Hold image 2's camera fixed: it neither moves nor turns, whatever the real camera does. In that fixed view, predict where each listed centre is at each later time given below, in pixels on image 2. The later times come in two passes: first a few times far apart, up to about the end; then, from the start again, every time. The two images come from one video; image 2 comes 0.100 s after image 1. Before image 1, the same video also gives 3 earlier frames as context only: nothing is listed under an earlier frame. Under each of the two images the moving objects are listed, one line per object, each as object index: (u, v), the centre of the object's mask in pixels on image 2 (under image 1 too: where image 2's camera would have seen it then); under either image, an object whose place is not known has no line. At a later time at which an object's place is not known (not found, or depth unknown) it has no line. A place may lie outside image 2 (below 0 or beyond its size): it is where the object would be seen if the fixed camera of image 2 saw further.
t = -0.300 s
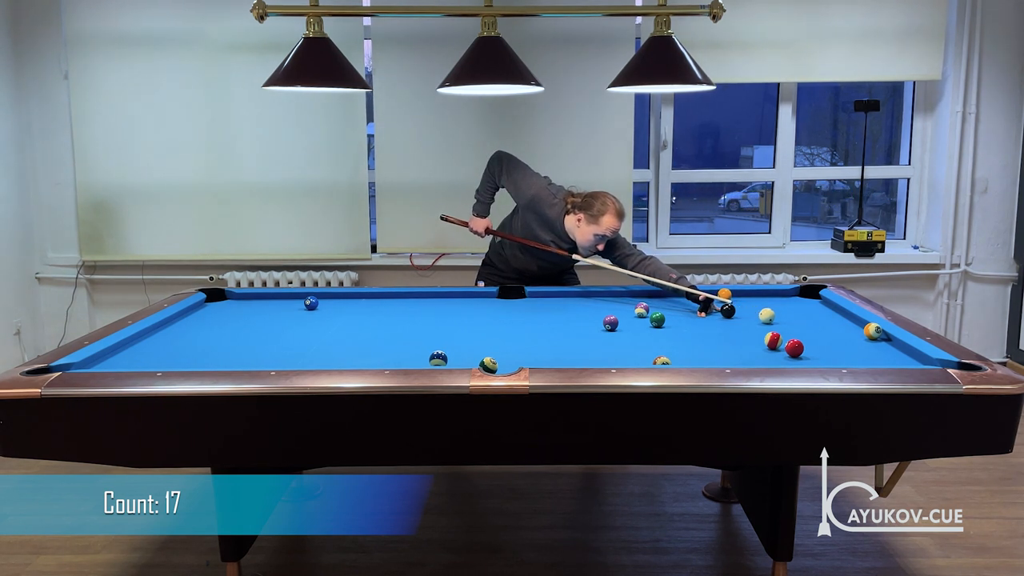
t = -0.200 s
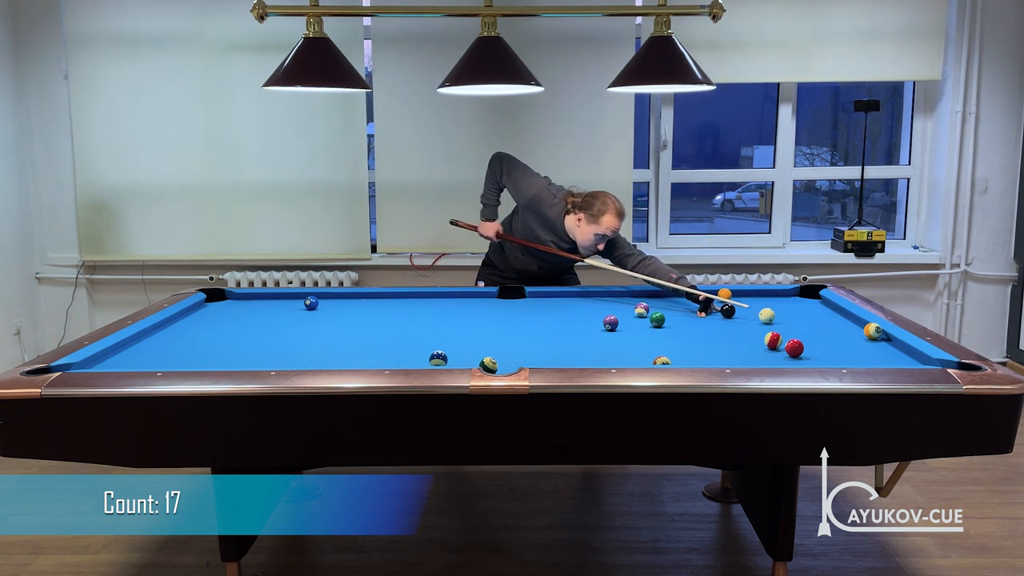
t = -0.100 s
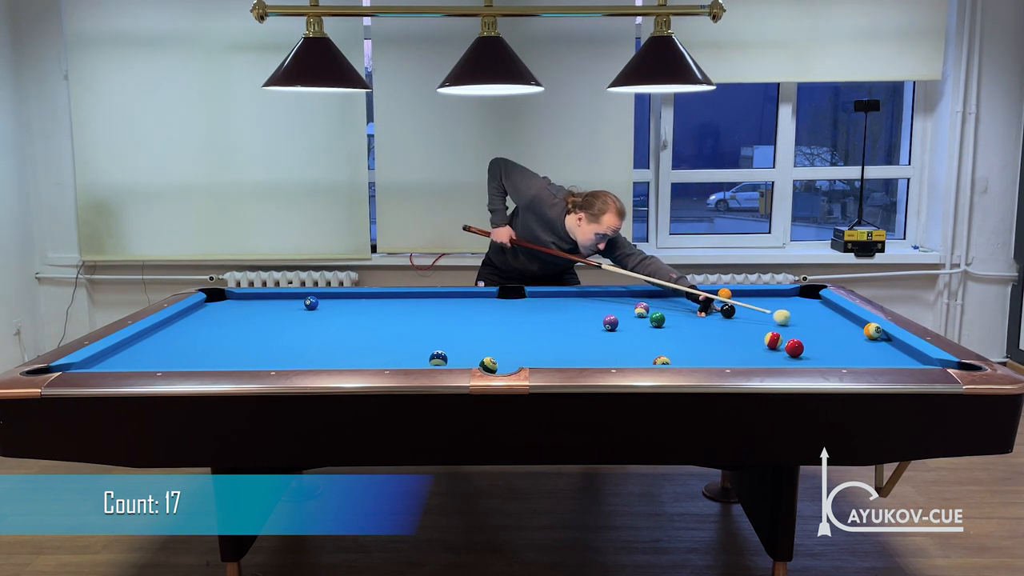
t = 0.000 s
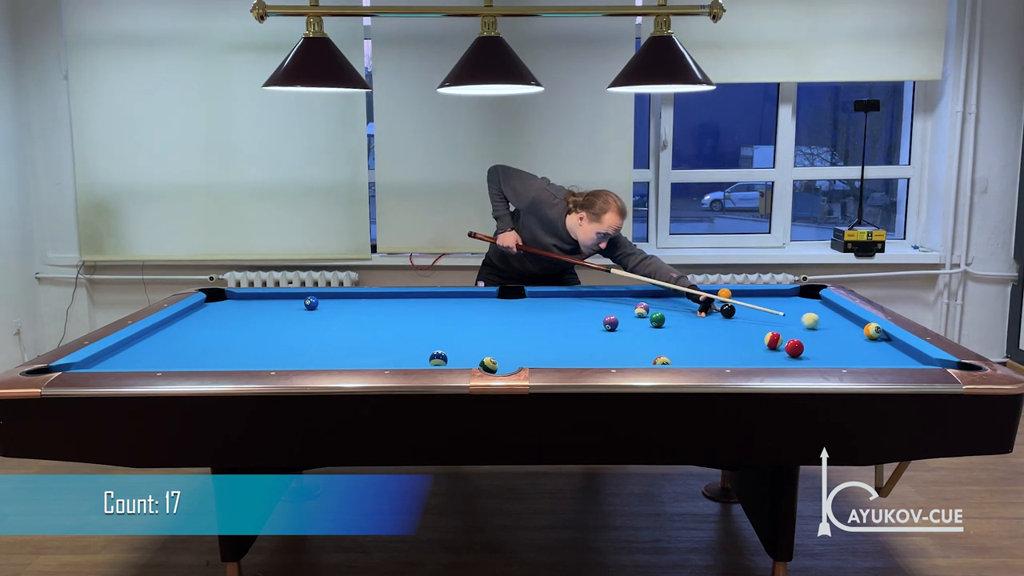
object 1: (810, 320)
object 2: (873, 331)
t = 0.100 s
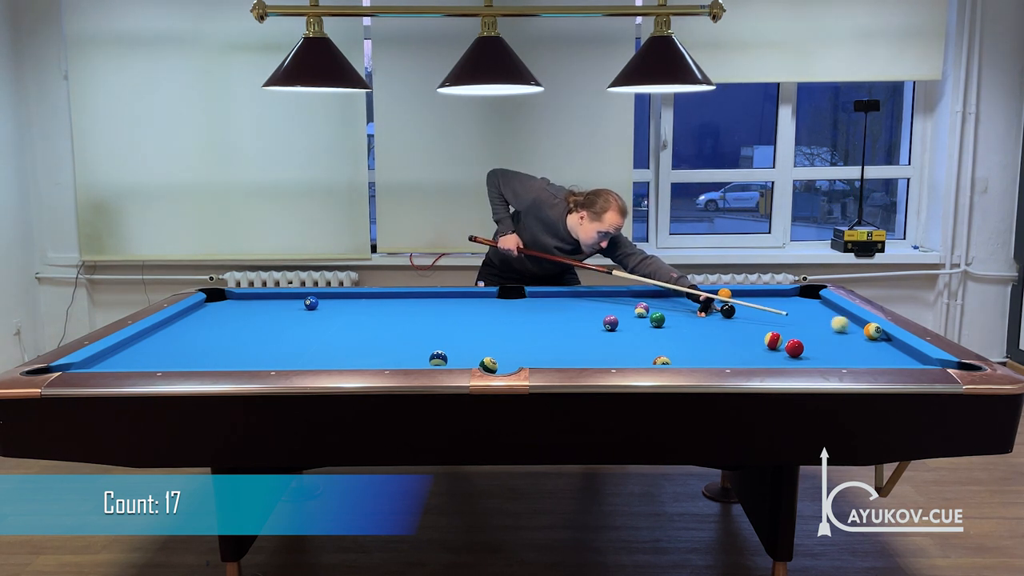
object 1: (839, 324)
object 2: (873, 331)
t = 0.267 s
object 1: (855, 327)
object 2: (876, 333)
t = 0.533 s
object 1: (823, 329)
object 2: (885, 338)
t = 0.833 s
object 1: (788, 330)
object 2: (896, 344)
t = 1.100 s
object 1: (759, 331)
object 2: (905, 349)
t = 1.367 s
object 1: (732, 333)
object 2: (913, 354)
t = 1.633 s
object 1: (706, 334)
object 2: (920, 357)
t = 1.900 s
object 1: (682, 335)
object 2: (927, 360)
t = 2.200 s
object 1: (656, 336)
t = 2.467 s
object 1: (636, 337)
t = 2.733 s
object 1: (617, 338)
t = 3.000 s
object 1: (599, 339)
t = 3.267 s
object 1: (584, 339)
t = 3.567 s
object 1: (568, 340)
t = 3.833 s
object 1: (556, 341)
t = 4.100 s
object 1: (546, 341)
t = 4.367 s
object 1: (537, 341)
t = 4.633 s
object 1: (530, 342)
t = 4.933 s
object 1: (525, 341)
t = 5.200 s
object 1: (522, 341)
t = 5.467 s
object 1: (520, 341)
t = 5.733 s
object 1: (520, 341)
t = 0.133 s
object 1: (849, 325)
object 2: (873, 331)
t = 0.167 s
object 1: (858, 326)
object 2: (872, 331)
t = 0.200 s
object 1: (864, 325)
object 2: (873, 331)
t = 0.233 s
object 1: (860, 327)
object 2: (874, 332)
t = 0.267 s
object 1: (855, 327)
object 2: (876, 333)
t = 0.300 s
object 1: (851, 328)
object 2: (877, 334)
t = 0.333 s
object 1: (847, 328)
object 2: (878, 334)
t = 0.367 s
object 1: (843, 328)
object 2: (879, 335)
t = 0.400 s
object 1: (839, 328)
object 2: (880, 335)
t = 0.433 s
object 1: (835, 328)
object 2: (882, 336)
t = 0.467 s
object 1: (831, 328)
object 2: (883, 337)
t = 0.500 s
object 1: (827, 329)
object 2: (884, 337)
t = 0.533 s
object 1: (823, 329)
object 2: (885, 338)
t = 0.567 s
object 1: (819, 329)
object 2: (887, 339)
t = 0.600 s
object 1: (815, 329)
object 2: (888, 339)
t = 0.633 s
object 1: (811, 329)
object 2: (889, 340)
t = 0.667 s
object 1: (807, 329)
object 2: (890, 341)
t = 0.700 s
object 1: (803, 330)
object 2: (891, 341)
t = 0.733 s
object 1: (800, 330)
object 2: (893, 342)
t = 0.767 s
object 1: (796, 330)
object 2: (894, 343)
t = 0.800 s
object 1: (792, 330)
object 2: (895, 343)
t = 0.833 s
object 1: (788, 330)
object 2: (896, 344)
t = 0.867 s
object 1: (785, 330)
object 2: (897, 345)
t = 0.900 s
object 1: (782, 329)
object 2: (898, 345)
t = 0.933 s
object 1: (778, 329)
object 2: (899, 346)
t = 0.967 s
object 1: (774, 328)
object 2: (900, 347)
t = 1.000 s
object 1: (769, 328)
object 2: (901, 347)
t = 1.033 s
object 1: (765, 329)
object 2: (902, 348)
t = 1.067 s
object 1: (762, 330)
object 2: (903, 348)
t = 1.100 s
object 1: (759, 331)
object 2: (905, 349)
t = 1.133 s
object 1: (756, 332)
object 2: (906, 350)
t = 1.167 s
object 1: (752, 332)
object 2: (907, 350)
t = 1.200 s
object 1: (749, 332)
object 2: (908, 351)
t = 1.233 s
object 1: (746, 332)
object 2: (909, 351)
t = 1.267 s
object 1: (742, 332)
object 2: (910, 352)
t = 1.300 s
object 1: (738, 332)
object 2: (911, 353)
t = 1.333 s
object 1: (735, 333)
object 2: (912, 353)
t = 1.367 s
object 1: (732, 333)
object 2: (913, 354)
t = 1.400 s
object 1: (728, 333)
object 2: (914, 355)
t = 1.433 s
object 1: (725, 333)
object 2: (915, 355)
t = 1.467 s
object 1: (722, 333)
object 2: (915, 355)
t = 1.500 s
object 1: (719, 333)
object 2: (917, 356)
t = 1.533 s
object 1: (715, 333)
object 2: (917, 356)
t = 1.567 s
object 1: (712, 333)
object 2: (918, 357)
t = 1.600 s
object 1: (709, 334)
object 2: (919, 357)
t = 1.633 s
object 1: (706, 334)
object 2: (920, 357)
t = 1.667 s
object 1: (703, 334)
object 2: (921, 357)
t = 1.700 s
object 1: (700, 334)
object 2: (922, 358)
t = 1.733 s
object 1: (697, 334)
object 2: (923, 358)
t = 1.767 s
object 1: (694, 335)
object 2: (924, 358)
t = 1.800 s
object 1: (691, 335)
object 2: (924, 359)
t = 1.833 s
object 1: (688, 335)
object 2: (925, 359)
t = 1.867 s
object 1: (685, 335)
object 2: (926, 359)
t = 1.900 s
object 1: (682, 335)
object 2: (927, 360)
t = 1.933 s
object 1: (679, 335)
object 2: (928, 360)
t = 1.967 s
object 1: (676, 335)
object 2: (929, 360)
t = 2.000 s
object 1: (673, 335)
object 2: (929, 361)
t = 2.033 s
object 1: (670, 335)
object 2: (930, 361)
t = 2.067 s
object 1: (667, 336)
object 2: (931, 361)
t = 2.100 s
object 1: (665, 336)
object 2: (932, 361)
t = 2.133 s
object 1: (662, 336)
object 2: (933, 362)
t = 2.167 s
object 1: (659, 336)
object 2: (934, 362)
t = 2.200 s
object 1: (656, 336)
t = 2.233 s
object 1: (654, 336)
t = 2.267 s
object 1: (651, 336)
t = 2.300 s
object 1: (648, 337)
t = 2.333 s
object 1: (646, 337)
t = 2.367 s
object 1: (643, 337)
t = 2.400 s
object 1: (640, 337)
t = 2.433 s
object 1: (638, 337)
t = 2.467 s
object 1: (636, 337)
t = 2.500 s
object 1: (633, 337)
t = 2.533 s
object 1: (631, 337)
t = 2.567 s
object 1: (628, 337)
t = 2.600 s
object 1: (626, 337)
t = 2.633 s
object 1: (623, 338)
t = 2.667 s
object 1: (621, 338)
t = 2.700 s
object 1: (619, 338)
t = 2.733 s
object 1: (617, 338)
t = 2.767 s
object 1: (614, 338)
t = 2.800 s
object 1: (612, 338)
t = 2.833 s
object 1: (610, 338)
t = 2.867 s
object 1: (607, 338)
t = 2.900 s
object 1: (605, 338)
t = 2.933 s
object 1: (603, 339)
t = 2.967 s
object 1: (601, 339)
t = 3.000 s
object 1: (599, 339)
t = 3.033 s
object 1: (597, 339)
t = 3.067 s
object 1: (595, 339)
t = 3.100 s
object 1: (593, 339)
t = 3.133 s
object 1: (591, 339)
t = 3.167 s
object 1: (589, 339)
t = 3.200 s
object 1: (587, 339)
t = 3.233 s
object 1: (585, 339)
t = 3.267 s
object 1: (584, 339)
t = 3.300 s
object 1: (582, 340)
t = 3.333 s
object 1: (580, 340)
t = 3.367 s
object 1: (578, 340)
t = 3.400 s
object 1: (576, 340)
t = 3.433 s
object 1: (574, 340)
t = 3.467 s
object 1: (573, 340)
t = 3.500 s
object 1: (571, 340)
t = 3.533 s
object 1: (570, 340)
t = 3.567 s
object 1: (568, 340)
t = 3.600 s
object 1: (566, 340)
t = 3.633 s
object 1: (565, 340)
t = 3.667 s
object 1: (563, 340)
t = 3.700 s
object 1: (562, 340)
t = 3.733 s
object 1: (560, 340)
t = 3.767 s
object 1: (559, 341)
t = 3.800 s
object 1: (557, 341)
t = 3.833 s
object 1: (556, 341)
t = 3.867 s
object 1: (555, 340)
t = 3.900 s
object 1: (553, 341)
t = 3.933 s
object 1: (552, 341)
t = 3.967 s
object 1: (551, 341)
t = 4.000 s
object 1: (549, 341)
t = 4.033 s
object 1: (548, 341)
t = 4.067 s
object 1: (547, 341)
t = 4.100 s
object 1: (546, 341)
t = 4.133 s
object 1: (545, 341)
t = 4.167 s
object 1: (544, 341)
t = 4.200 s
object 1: (542, 341)
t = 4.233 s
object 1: (541, 341)
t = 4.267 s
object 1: (540, 341)
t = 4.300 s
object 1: (539, 341)
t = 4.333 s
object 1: (538, 341)
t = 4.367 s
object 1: (537, 341)
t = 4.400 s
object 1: (536, 341)
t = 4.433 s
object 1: (535, 341)
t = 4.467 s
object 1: (535, 341)
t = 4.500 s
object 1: (534, 341)
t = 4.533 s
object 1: (533, 341)
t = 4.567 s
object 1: (532, 341)
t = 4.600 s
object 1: (531, 342)
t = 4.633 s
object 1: (530, 342)
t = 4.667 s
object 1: (529, 342)
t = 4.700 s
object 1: (529, 341)
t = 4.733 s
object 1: (528, 341)
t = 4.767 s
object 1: (528, 341)
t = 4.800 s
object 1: (527, 341)
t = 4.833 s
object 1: (526, 341)
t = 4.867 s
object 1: (526, 341)
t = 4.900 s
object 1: (525, 341)
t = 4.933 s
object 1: (525, 341)
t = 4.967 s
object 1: (524, 341)
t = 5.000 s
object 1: (524, 341)
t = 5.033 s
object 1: (523, 341)
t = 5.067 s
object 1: (523, 341)
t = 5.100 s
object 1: (523, 341)
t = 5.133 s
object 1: (522, 341)
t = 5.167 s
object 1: (522, 341)
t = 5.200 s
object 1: (522, 341)
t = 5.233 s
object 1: (521, 341)
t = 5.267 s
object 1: (521, 341)
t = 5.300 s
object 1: (521, 341)
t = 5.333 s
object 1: (521, 341)
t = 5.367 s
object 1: (520, 341)
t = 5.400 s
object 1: (520, 341)
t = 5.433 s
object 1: (520, 341)
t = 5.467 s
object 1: (520, 341)
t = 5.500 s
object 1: (520, 341)
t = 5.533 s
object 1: (520, 341)
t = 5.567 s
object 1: (520, 341)
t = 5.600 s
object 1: (520, 341)
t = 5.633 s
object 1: (520, 341)
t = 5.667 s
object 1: (520, 341)
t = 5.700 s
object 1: (520, 341)
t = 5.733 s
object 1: (520, 341)
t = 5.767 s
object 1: (520, 341)
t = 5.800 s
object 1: (520, 341)
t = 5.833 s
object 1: (520, 341)
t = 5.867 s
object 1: (520, 341)
